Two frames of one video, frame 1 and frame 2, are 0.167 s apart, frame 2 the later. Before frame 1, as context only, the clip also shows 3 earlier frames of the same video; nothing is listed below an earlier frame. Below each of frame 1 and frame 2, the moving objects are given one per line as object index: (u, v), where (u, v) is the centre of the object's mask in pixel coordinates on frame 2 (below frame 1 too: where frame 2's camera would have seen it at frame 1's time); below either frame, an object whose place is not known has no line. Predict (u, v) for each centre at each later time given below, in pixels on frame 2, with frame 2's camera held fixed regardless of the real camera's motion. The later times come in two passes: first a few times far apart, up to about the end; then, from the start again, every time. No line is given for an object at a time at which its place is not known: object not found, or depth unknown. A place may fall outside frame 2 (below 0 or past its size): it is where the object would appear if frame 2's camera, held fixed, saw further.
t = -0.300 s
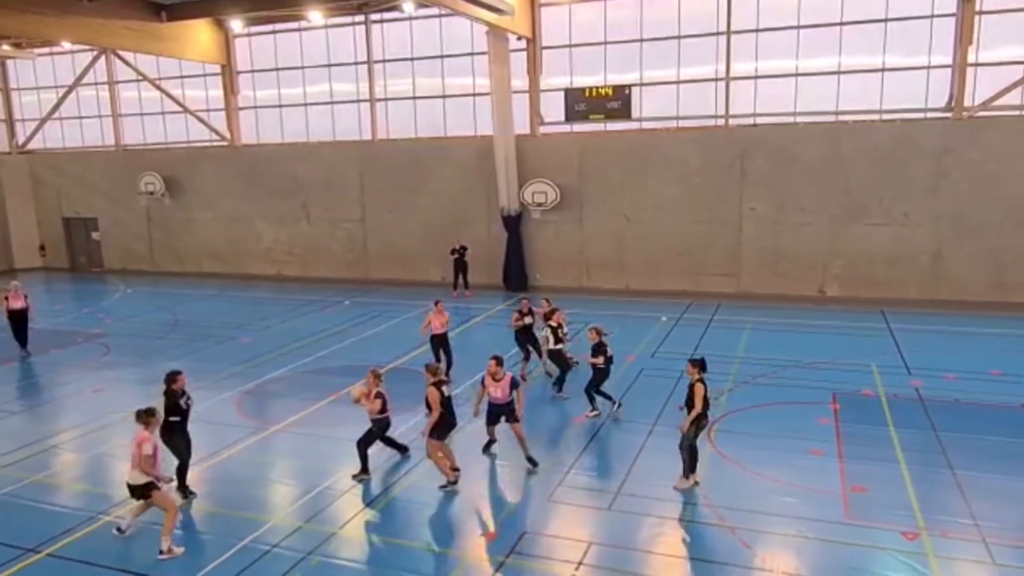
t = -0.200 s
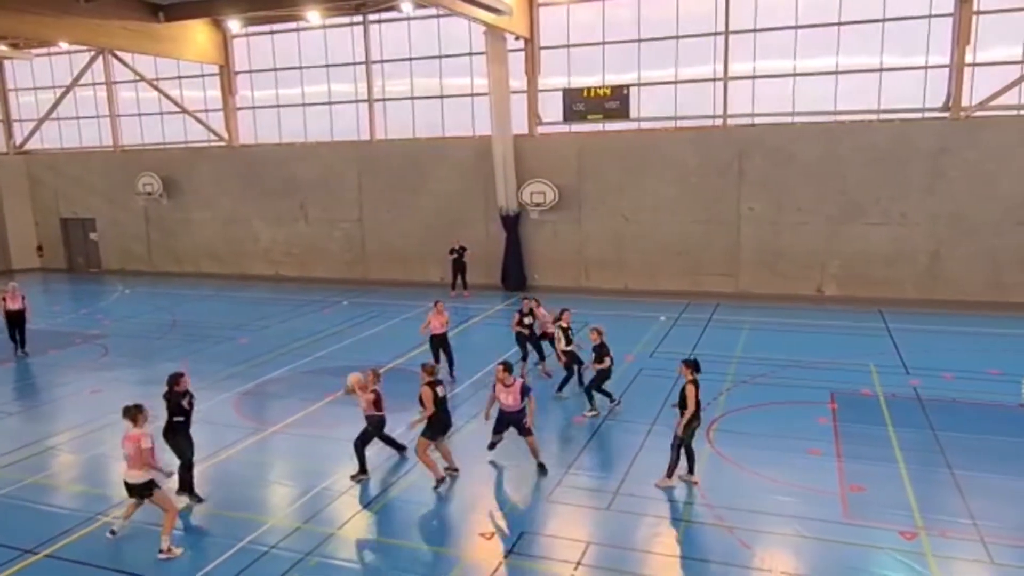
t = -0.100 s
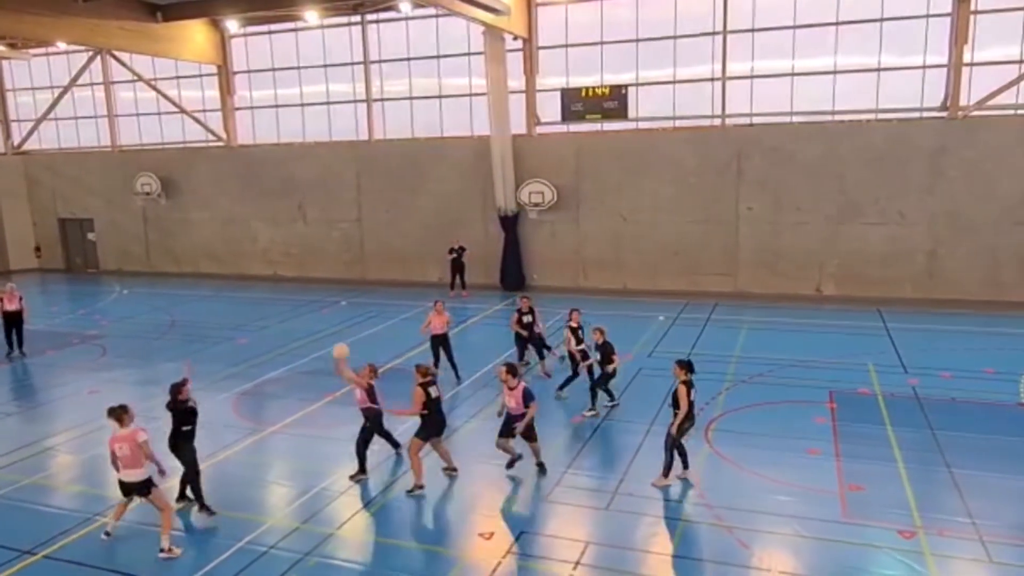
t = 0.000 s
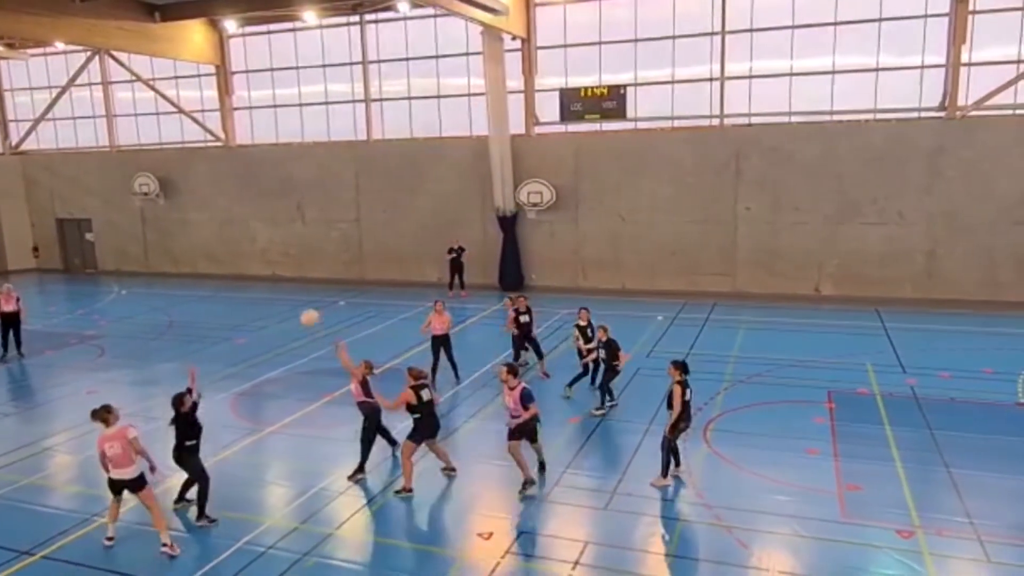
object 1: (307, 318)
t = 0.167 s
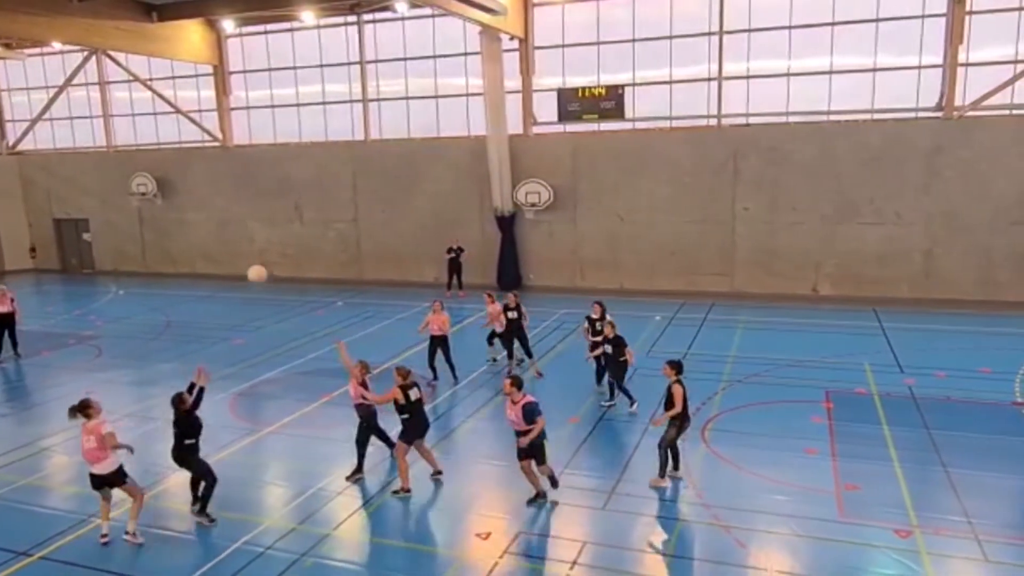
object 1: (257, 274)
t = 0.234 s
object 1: (236, 262)
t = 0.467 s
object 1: (164, 247)
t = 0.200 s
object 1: (247, 268)
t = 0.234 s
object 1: (236, 262)
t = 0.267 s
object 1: (226, 257)
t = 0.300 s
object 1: (216, 253)
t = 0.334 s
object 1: (205, 250)
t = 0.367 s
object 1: (195, 248)
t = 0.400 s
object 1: (184, 247)
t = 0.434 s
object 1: (174, 246)
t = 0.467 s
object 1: (164, 247)
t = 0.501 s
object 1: (153, 248)
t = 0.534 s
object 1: (143, 250)
